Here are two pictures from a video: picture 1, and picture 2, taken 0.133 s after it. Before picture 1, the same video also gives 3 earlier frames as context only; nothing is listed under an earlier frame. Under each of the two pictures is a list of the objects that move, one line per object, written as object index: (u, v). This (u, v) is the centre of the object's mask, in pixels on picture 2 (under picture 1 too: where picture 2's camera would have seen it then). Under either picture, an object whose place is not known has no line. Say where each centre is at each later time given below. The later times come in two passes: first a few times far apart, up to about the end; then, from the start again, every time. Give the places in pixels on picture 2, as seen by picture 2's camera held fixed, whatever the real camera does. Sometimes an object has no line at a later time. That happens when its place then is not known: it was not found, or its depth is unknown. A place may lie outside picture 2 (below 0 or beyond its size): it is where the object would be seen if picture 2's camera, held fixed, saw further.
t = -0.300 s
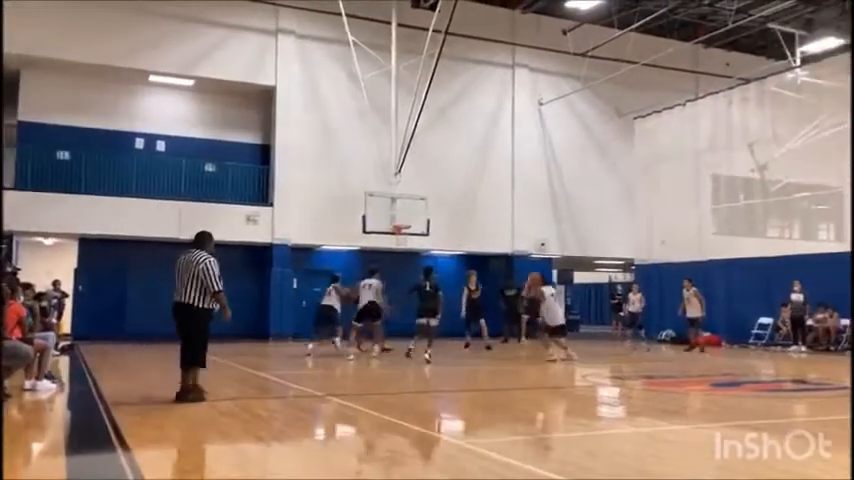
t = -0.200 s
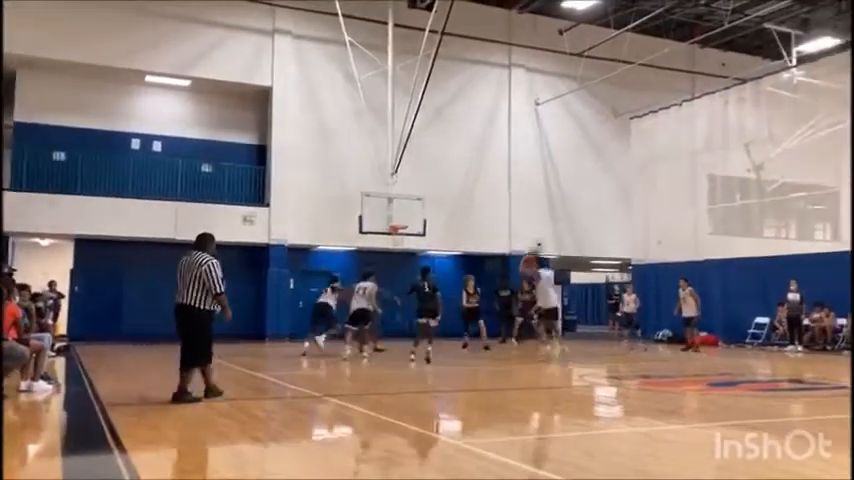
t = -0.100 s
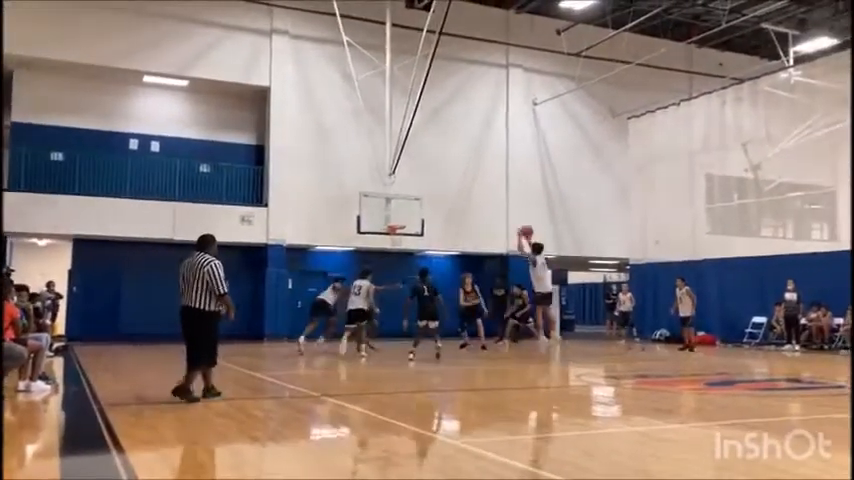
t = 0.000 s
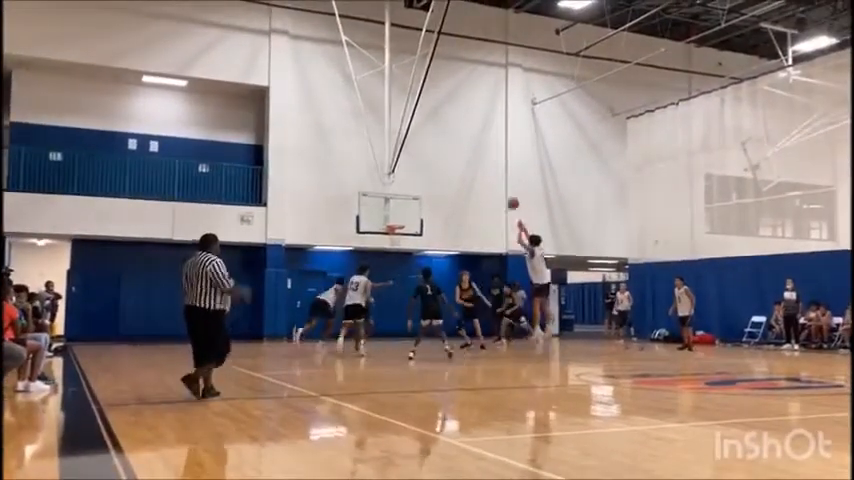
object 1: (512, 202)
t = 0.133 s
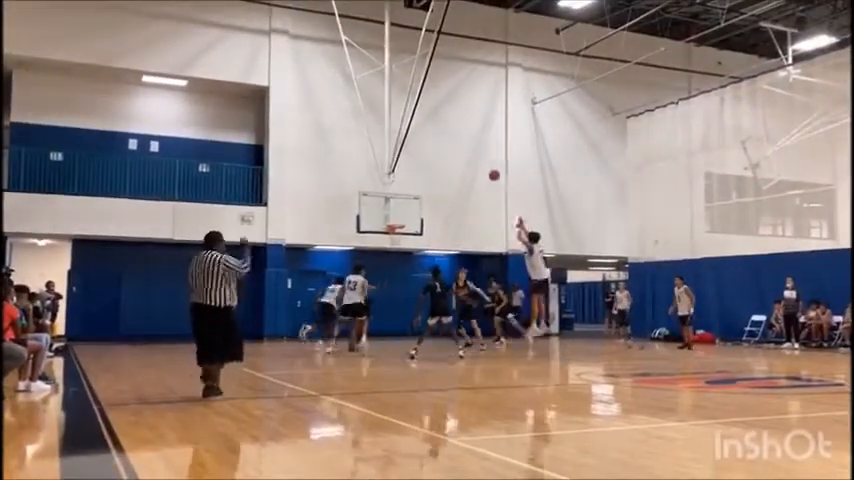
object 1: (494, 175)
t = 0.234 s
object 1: (481, 161)
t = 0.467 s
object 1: (454, 148)
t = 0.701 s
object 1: (431, 158)
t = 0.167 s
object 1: (489, 169)
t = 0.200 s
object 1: (485, 165)
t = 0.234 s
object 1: (481, 161)
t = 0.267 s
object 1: (477, 157)
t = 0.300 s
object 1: (473, 154)
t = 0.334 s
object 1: (469, 152)
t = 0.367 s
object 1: (465, 150)
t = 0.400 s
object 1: (461, 149)
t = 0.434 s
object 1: (458, 149)
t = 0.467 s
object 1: (454, 148)
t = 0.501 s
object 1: (451, 148)
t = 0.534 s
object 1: (447, 149)
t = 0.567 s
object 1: (445, 150)
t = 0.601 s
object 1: (441, 152)
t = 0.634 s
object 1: (437, 153)
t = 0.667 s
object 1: (434, 156)
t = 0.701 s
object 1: (431, 158)
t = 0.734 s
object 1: (428, 161)
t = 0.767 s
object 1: (425, 165)
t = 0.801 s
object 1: (422, 169)
